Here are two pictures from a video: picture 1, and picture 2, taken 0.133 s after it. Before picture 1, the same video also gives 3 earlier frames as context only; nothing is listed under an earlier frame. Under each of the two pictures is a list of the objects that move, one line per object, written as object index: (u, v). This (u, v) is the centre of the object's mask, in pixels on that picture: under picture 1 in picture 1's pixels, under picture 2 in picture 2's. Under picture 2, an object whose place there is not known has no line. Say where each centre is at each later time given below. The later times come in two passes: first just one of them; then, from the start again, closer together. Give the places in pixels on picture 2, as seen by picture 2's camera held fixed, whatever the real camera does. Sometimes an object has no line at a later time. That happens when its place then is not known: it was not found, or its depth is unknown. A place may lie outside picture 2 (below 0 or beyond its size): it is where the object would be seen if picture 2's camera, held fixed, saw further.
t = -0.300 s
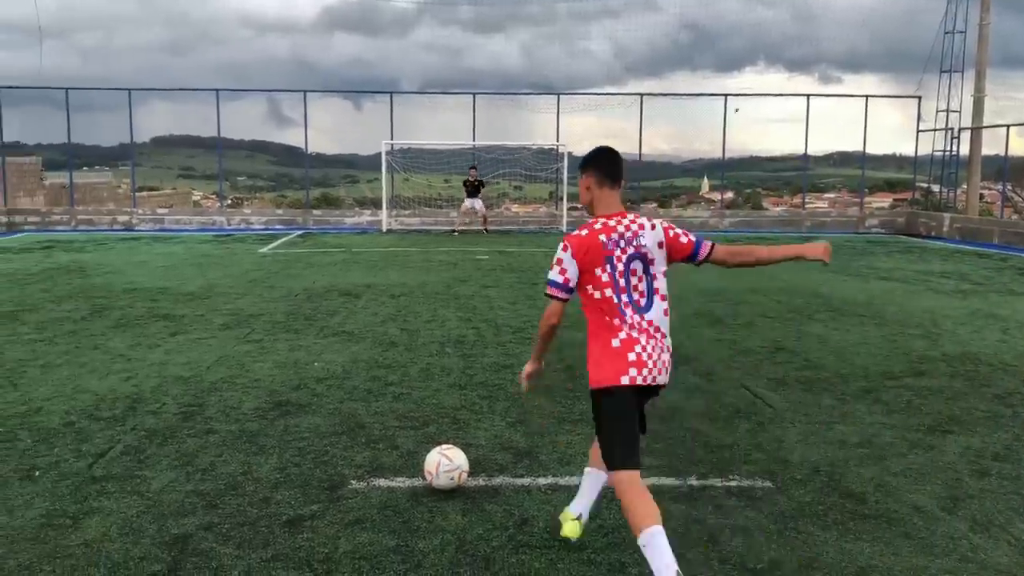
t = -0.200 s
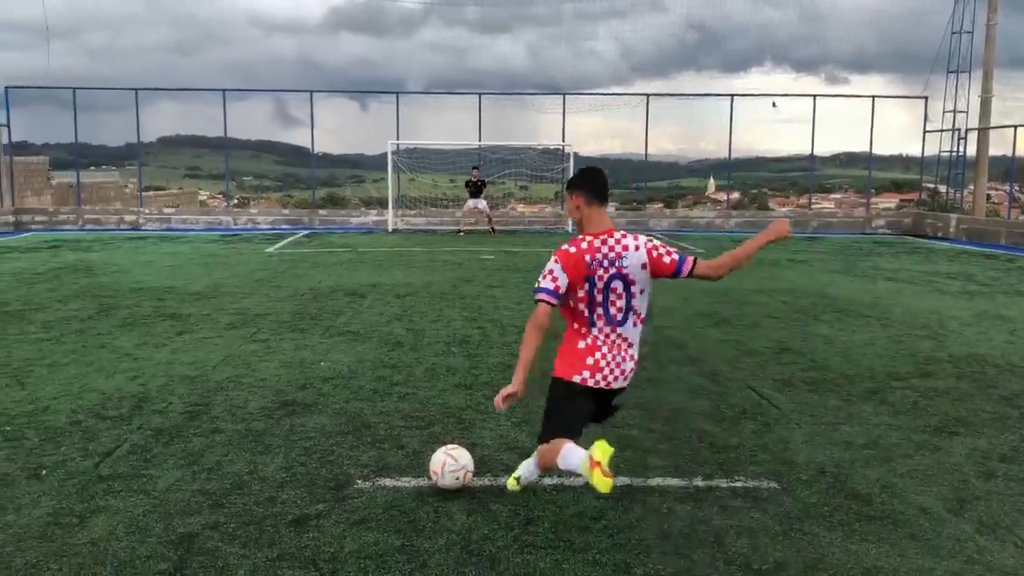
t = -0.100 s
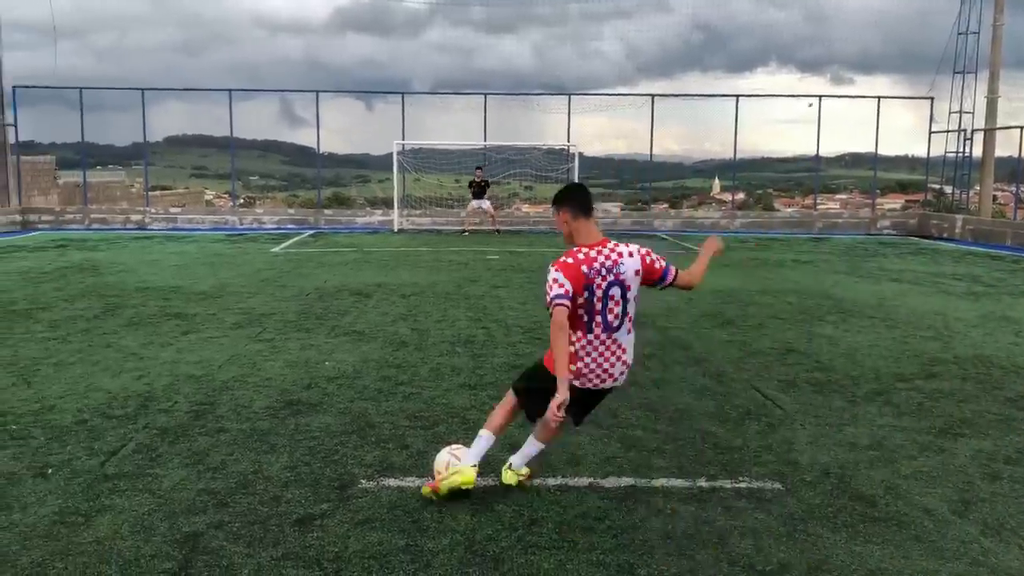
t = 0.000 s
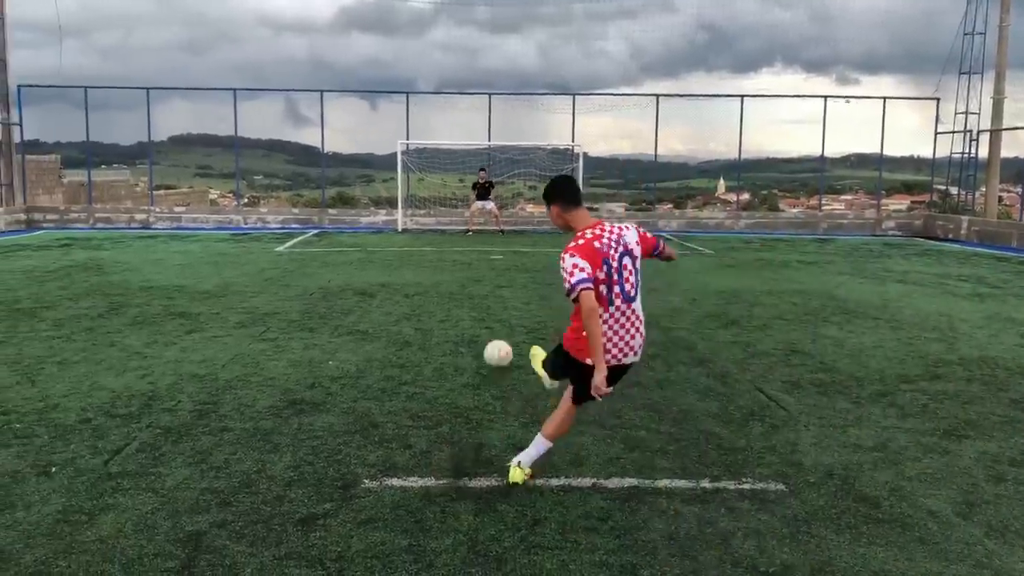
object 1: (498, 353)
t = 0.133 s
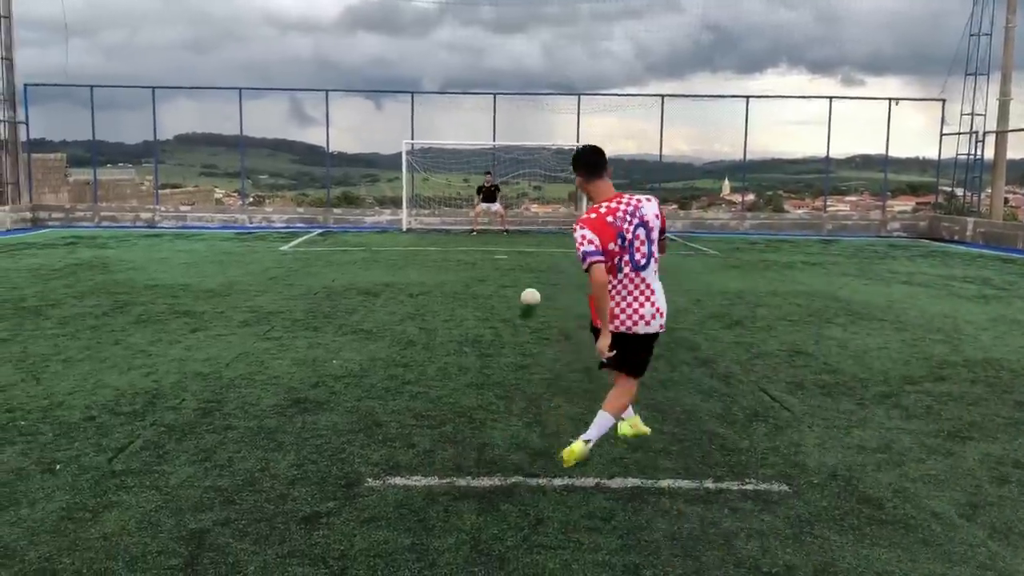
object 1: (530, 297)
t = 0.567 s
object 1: (558, 236)
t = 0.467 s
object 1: (555, 243)
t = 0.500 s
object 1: (556, 240)
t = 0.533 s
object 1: (557, 237)
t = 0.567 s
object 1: (558, 236)
